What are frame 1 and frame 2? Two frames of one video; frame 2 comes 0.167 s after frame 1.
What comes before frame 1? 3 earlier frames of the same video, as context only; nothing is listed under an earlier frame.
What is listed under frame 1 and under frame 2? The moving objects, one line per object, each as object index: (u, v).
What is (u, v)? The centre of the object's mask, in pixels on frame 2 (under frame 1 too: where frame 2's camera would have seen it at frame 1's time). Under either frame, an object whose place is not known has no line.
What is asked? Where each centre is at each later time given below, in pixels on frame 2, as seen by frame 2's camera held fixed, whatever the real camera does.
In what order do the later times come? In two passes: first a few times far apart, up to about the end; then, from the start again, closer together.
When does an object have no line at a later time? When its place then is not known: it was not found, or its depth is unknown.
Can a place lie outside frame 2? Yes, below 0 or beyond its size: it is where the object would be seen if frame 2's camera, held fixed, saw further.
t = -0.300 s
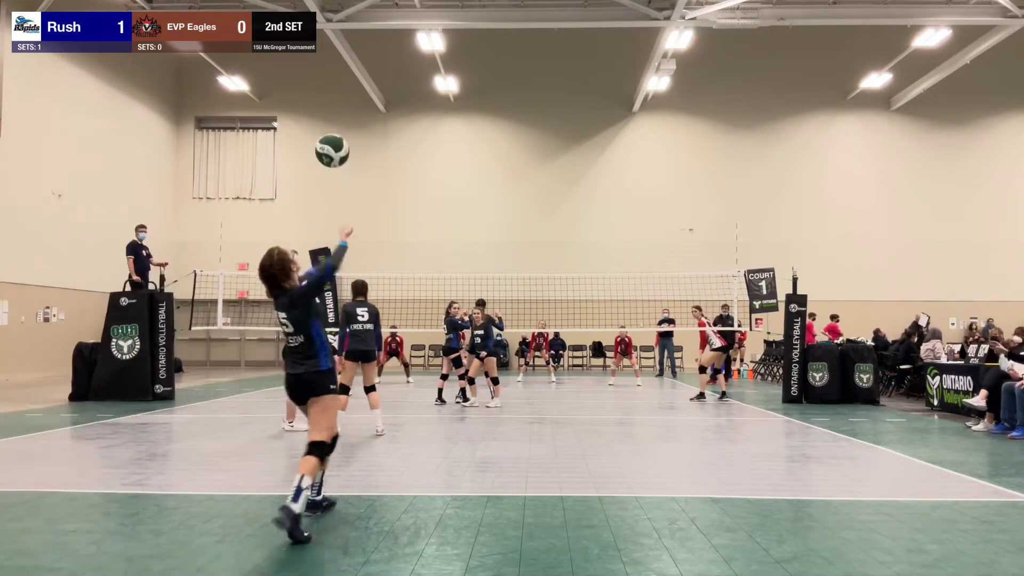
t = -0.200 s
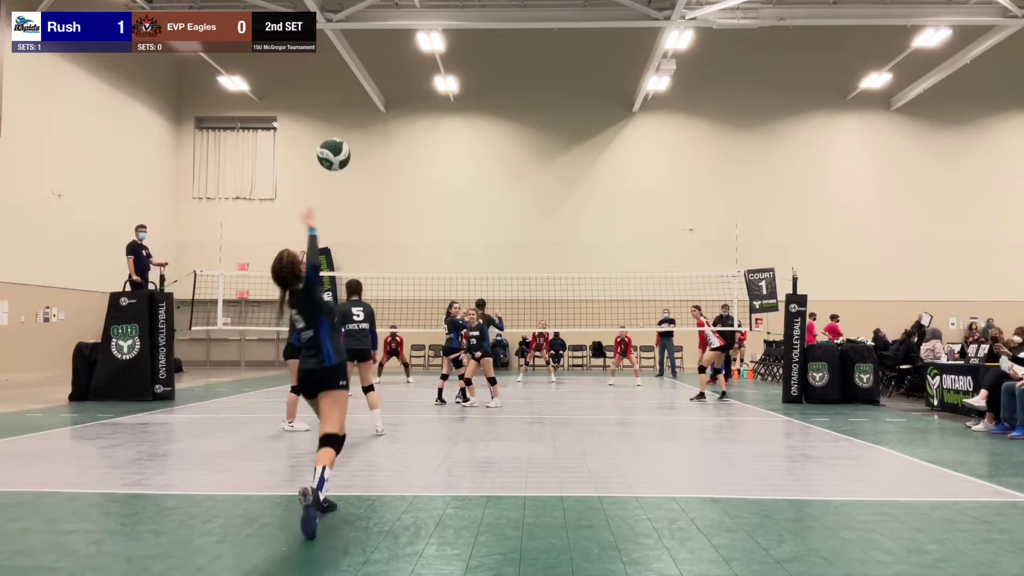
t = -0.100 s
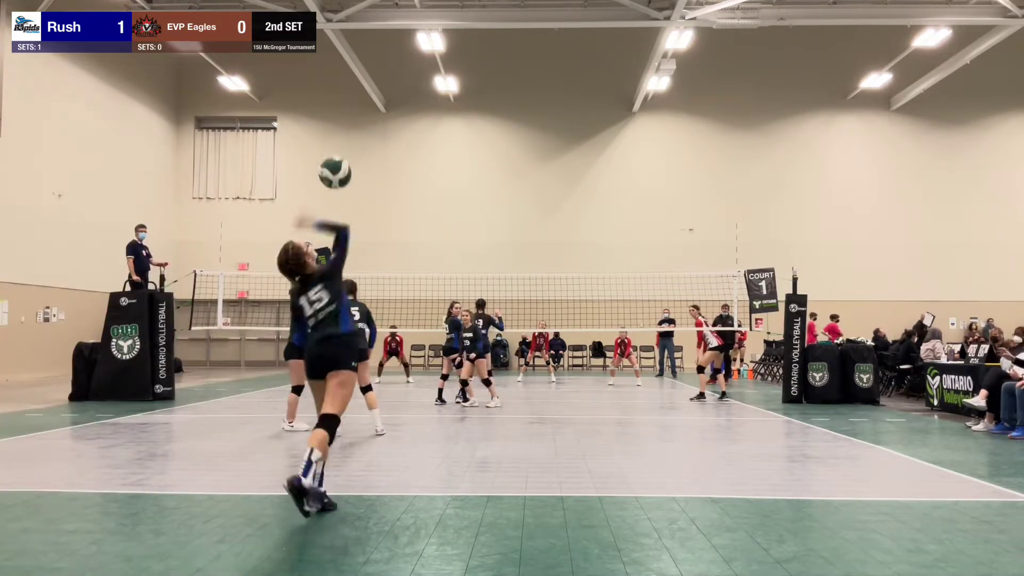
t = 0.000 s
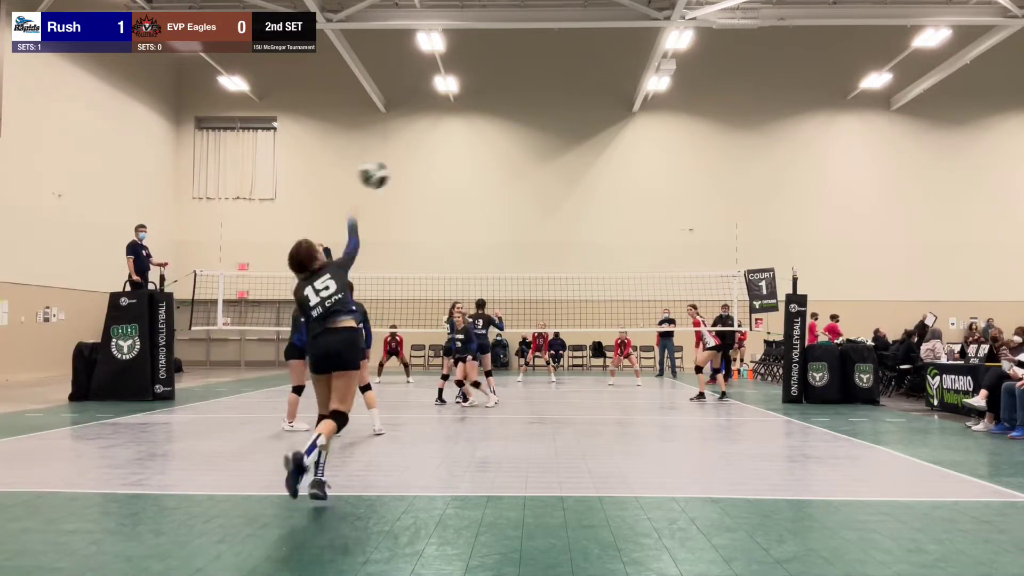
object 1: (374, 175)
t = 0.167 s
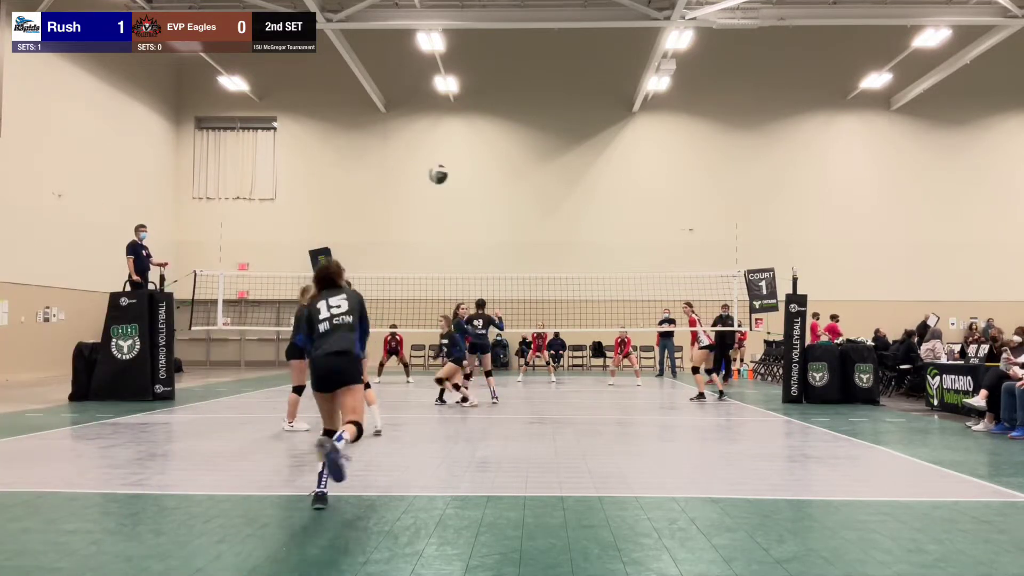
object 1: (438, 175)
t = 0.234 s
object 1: (453, 180)
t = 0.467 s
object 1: (491, 212)
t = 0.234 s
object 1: (453, 180)
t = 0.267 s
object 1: (460, 184)
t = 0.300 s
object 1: (466, 187)
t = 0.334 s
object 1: (472, 191)
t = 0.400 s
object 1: (483, 201)
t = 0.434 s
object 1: (487, 207)
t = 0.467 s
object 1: (491, 212)
